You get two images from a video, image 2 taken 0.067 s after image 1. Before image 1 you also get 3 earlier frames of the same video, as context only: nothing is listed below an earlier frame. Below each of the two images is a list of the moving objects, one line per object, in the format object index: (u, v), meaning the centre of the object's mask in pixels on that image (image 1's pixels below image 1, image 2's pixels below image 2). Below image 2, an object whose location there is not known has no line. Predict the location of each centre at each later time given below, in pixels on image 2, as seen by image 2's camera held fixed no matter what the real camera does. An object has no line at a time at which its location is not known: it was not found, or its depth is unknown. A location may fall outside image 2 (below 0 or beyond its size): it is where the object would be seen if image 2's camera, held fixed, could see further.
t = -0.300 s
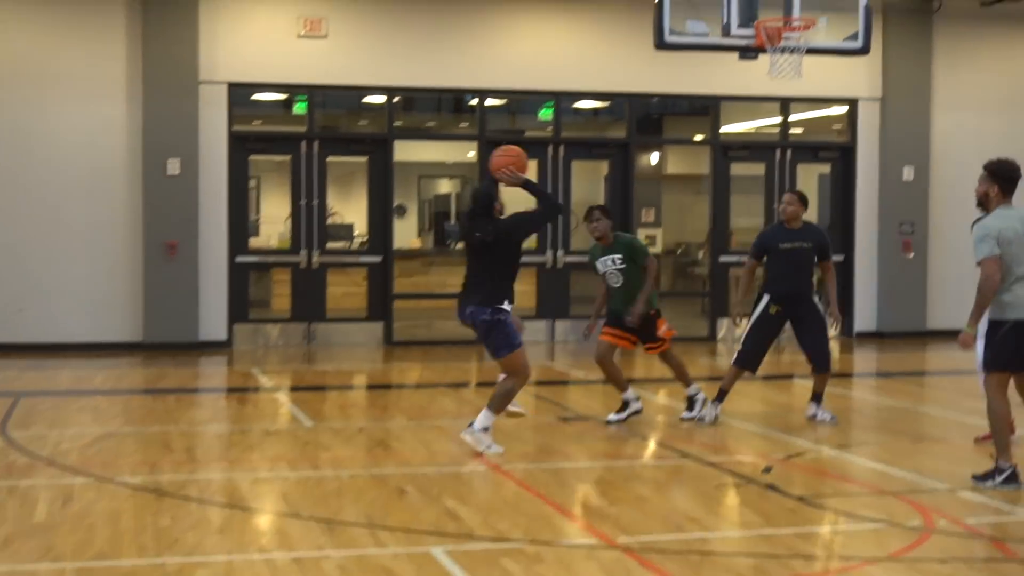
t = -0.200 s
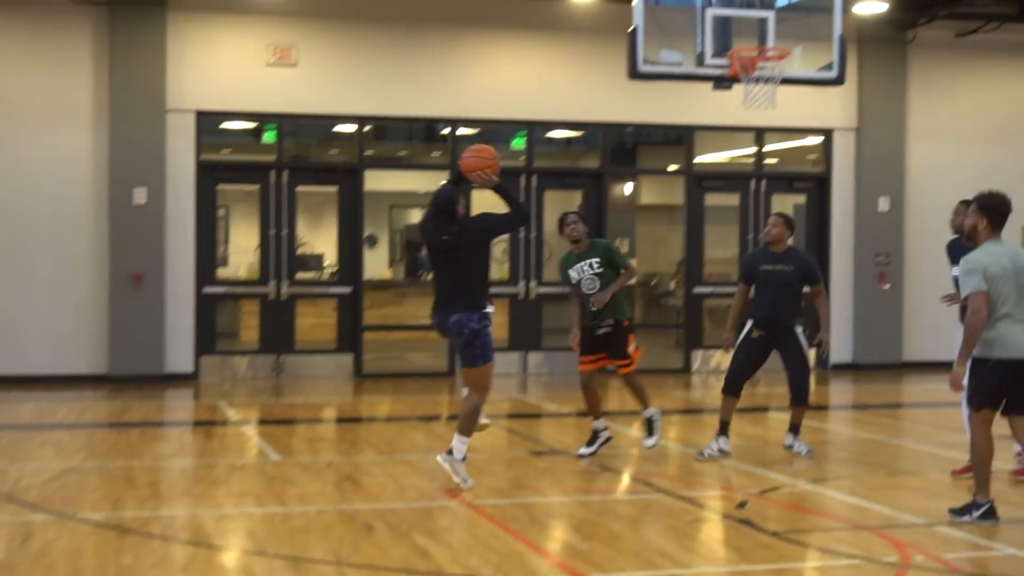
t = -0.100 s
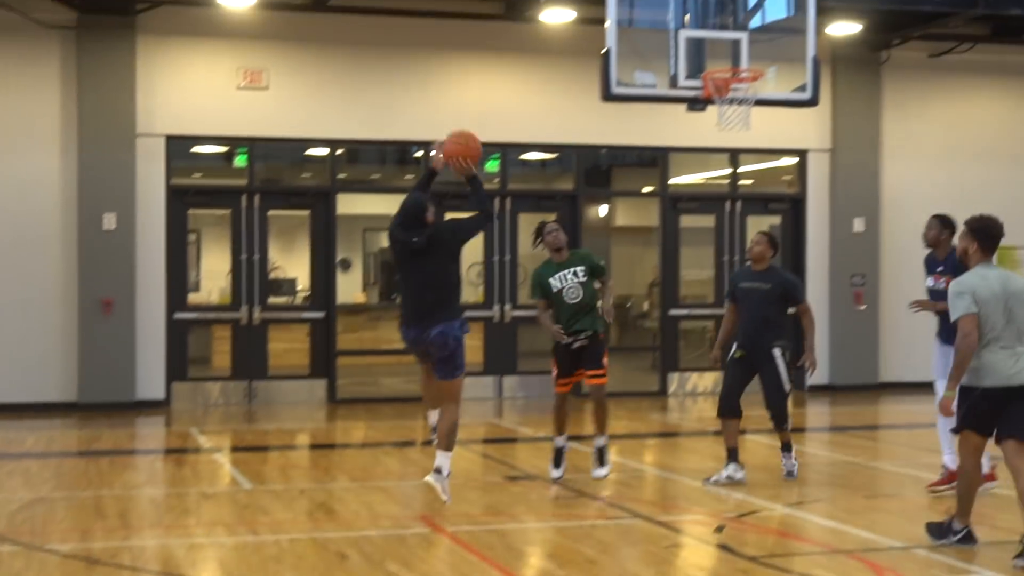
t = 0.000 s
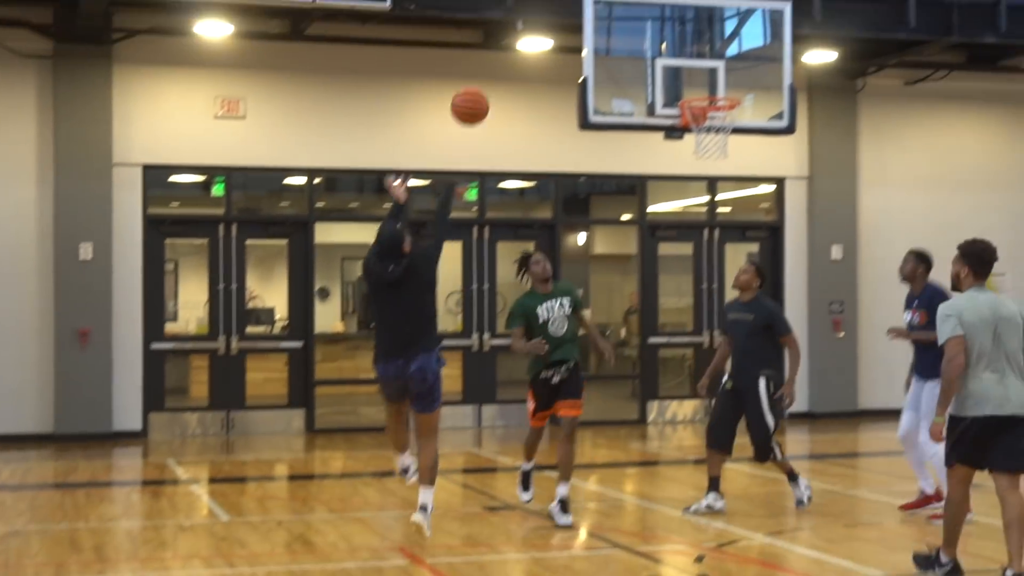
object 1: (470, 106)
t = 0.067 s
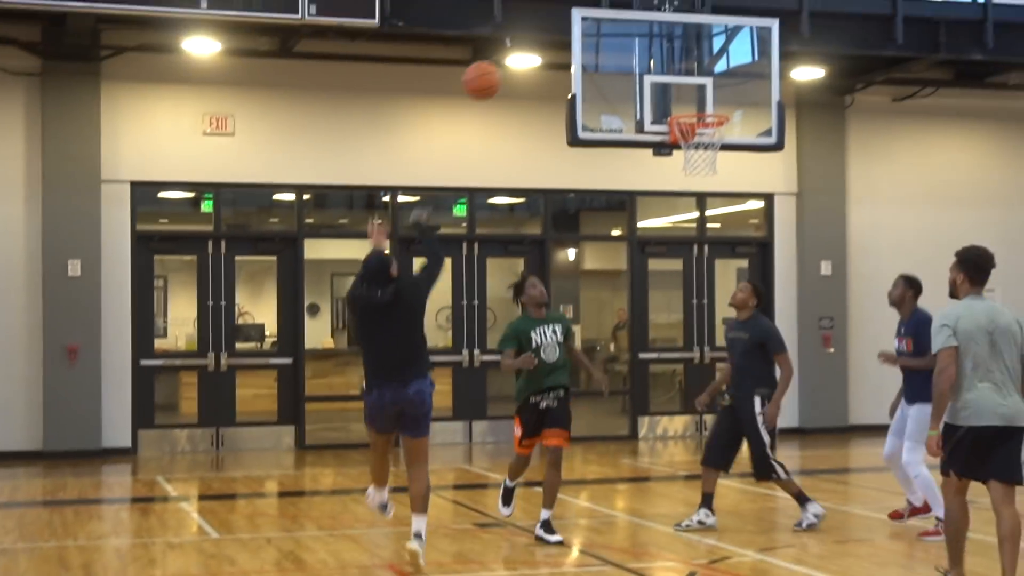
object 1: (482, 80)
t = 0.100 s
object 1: (492, 63)
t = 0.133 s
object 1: (503, 47)
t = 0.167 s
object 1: (514, 35)
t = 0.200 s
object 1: (524, 24)
